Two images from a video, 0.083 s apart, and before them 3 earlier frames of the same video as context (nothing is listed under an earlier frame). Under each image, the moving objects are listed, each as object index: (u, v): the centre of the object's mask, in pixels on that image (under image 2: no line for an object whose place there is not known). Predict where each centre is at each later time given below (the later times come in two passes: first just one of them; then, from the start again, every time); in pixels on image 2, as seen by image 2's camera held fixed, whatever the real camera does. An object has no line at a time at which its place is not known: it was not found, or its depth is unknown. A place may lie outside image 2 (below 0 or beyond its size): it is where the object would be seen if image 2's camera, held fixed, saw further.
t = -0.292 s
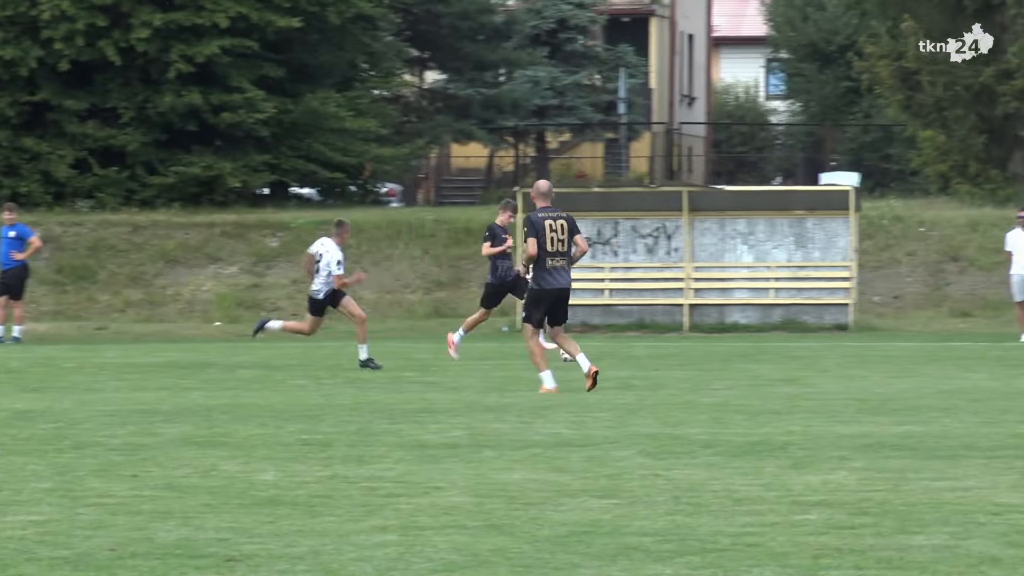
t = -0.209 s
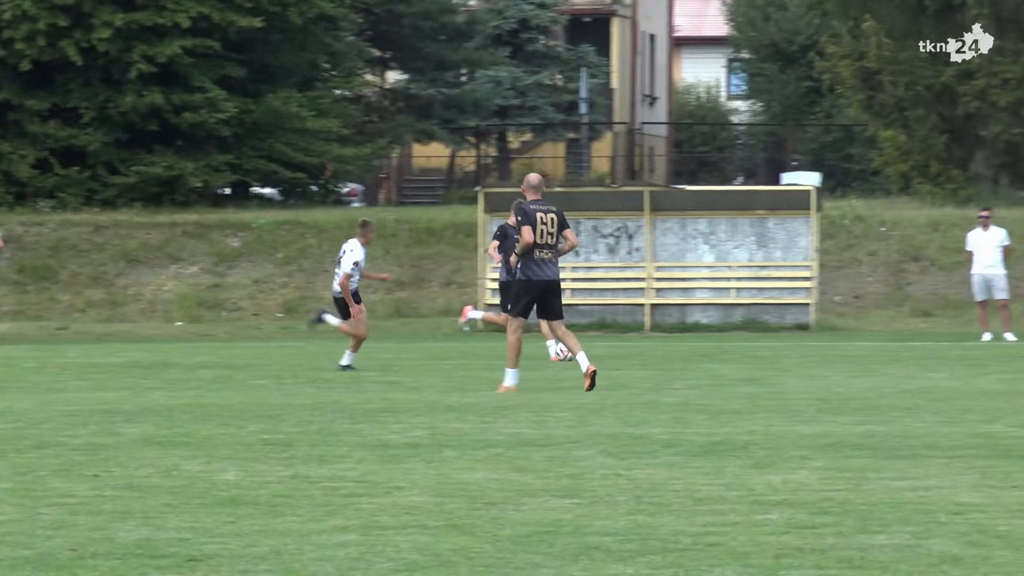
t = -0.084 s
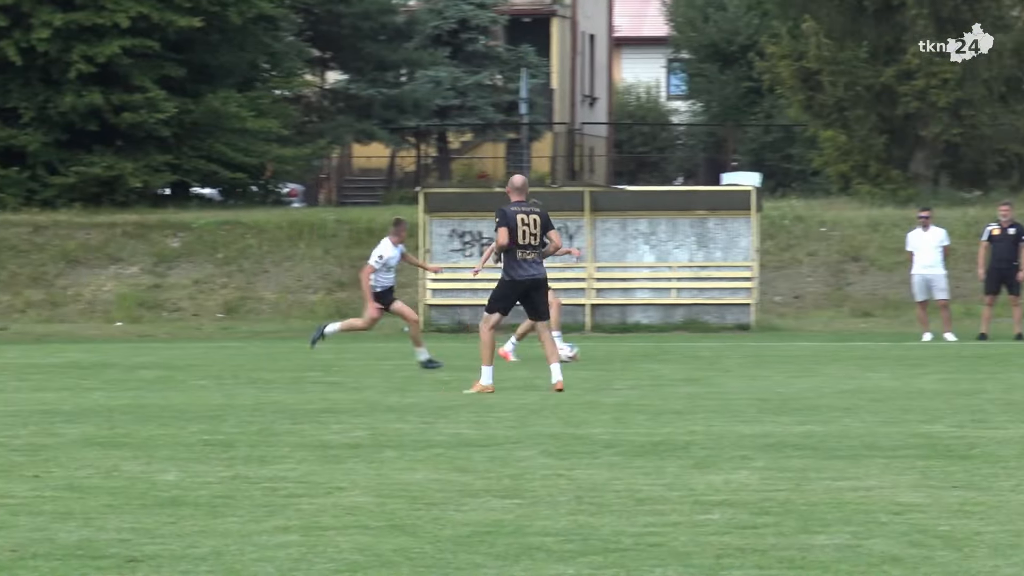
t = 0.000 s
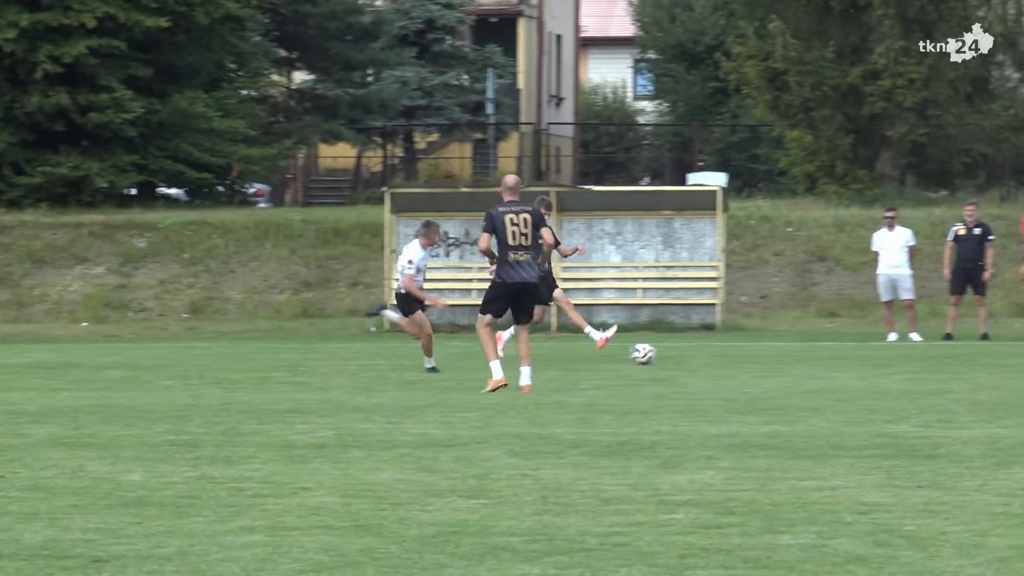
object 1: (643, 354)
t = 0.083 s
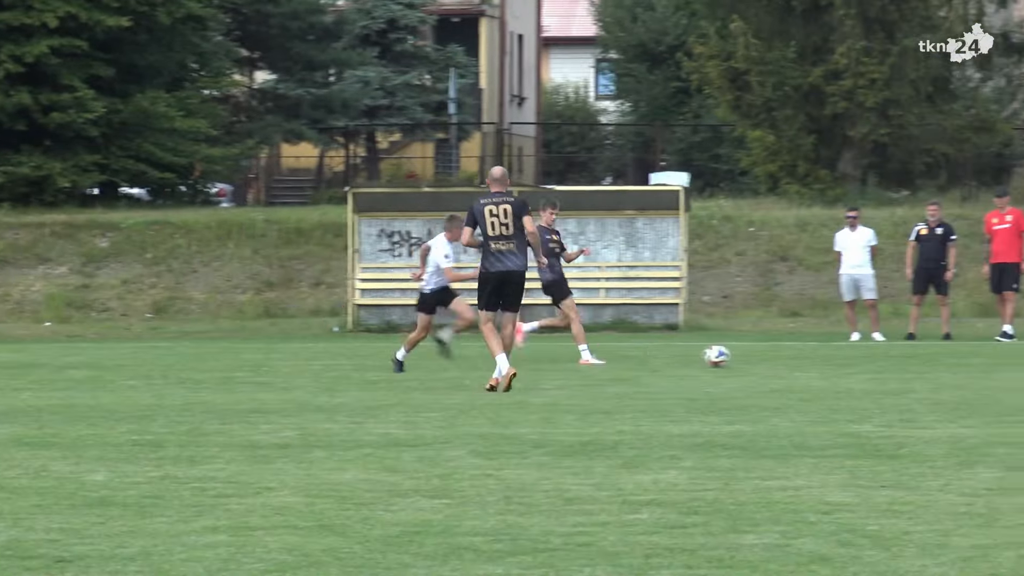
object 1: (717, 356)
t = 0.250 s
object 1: (929, 363)
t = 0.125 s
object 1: (771, 359)
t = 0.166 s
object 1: (825, 361)
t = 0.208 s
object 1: (877, 362)
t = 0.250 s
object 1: (929, 363)
